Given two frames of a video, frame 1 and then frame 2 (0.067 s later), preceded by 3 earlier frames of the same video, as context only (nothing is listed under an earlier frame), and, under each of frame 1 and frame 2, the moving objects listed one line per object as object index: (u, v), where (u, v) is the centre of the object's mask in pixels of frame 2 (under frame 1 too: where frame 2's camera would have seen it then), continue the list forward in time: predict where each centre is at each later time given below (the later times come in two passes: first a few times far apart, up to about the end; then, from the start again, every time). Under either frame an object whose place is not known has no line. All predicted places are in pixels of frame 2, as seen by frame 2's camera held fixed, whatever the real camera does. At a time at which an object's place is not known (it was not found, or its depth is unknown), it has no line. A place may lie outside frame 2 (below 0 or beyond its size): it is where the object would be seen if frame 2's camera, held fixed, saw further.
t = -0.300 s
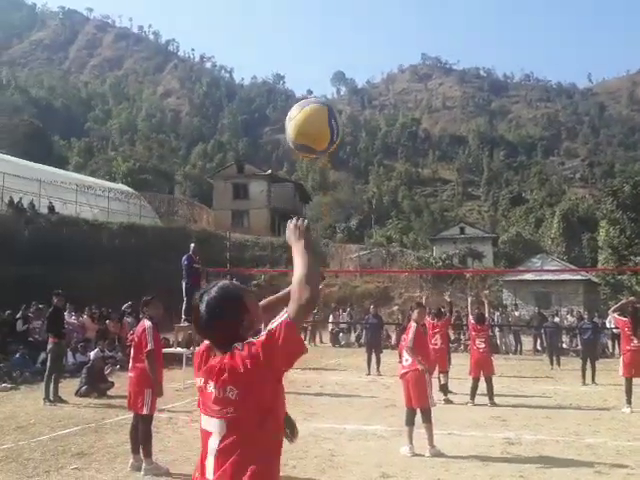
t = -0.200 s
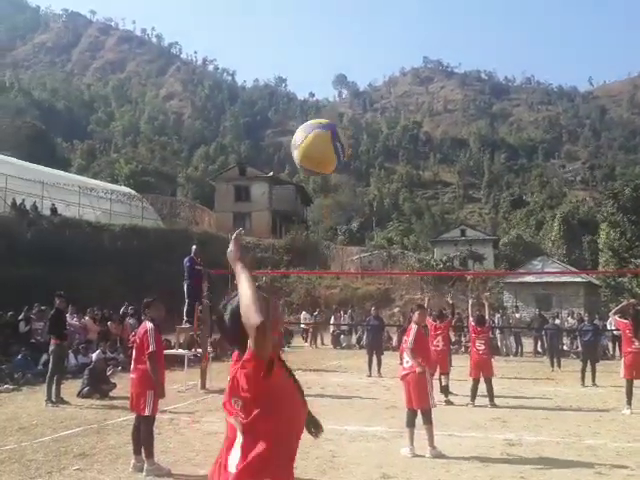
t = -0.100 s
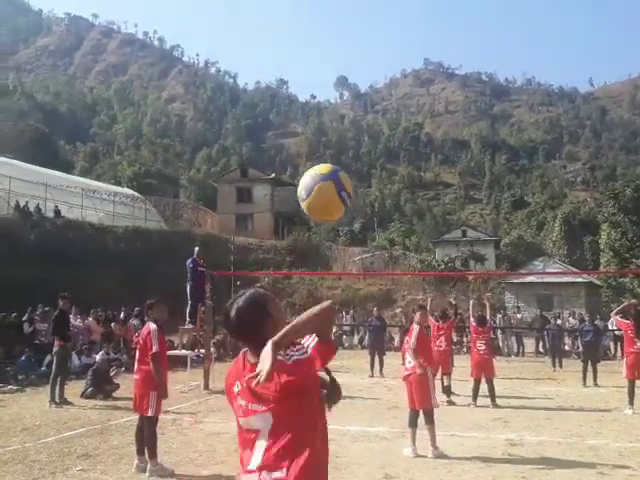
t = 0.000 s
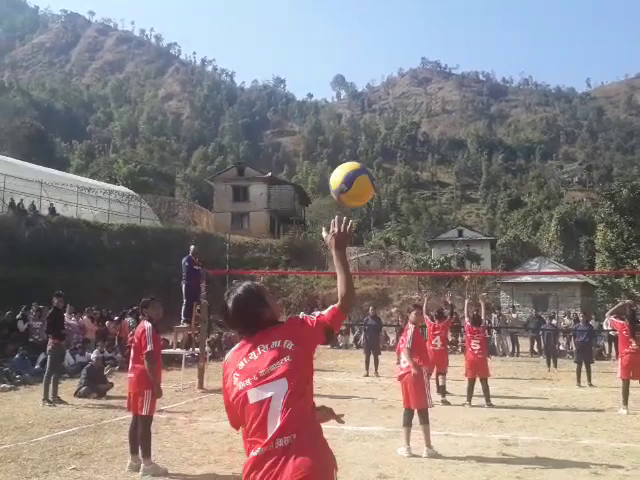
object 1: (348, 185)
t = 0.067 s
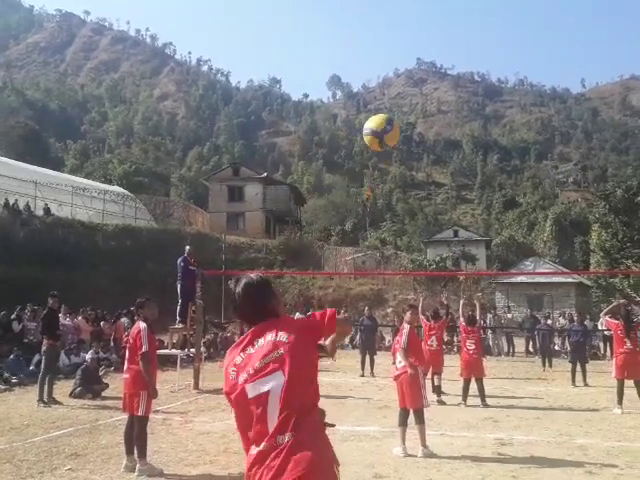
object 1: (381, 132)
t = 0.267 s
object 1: (425, 85)
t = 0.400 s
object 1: (437, 90)
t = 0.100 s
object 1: (391, 116)
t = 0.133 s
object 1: (403, 103)
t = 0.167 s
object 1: (409, 96)
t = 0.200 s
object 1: (414, 89)
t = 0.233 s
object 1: (421, 86)
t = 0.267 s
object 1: (425, 85)
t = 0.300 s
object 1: (428, 85)
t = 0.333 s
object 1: (432, 86)
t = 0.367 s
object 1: (435, 88)
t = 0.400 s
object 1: (437, 90)
